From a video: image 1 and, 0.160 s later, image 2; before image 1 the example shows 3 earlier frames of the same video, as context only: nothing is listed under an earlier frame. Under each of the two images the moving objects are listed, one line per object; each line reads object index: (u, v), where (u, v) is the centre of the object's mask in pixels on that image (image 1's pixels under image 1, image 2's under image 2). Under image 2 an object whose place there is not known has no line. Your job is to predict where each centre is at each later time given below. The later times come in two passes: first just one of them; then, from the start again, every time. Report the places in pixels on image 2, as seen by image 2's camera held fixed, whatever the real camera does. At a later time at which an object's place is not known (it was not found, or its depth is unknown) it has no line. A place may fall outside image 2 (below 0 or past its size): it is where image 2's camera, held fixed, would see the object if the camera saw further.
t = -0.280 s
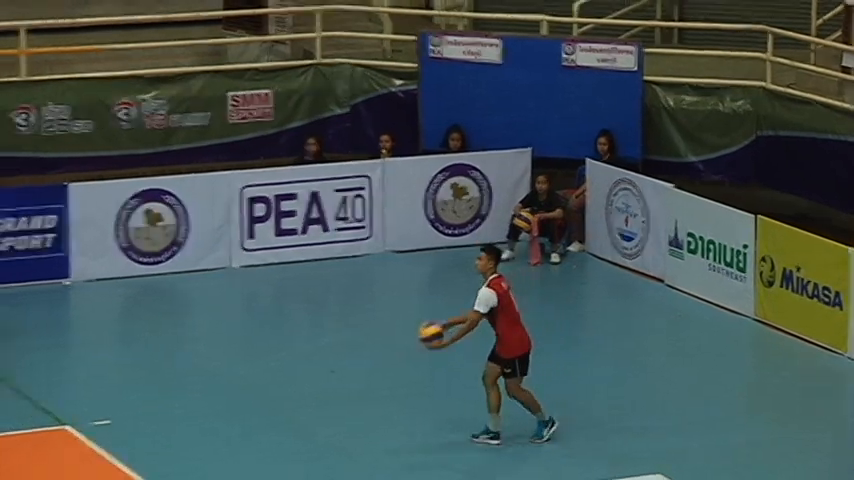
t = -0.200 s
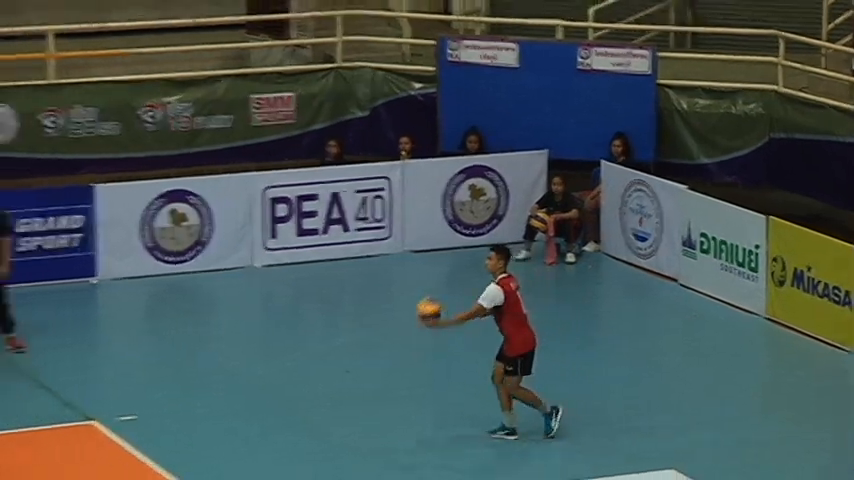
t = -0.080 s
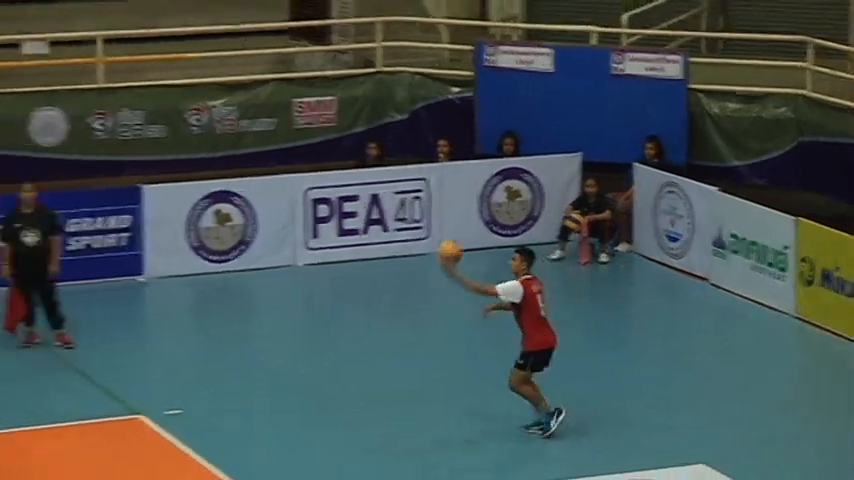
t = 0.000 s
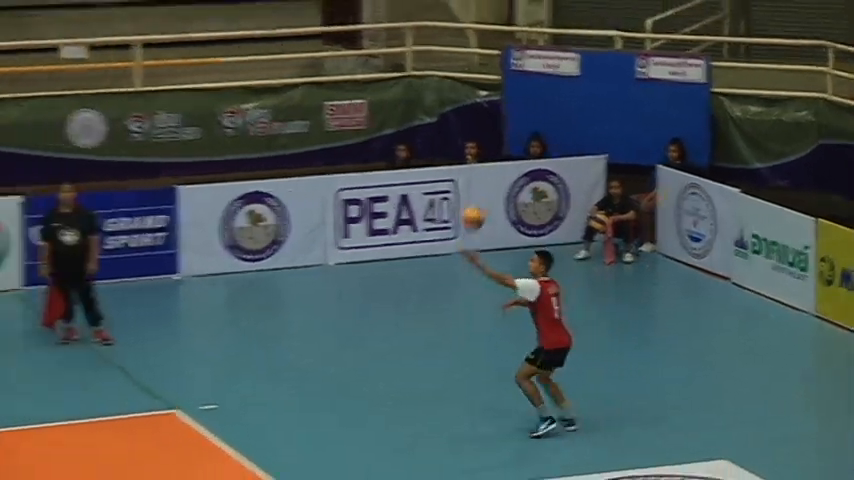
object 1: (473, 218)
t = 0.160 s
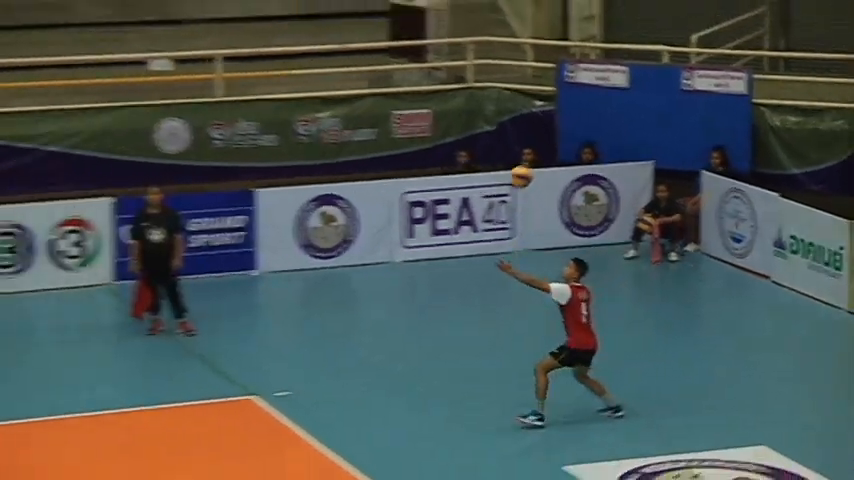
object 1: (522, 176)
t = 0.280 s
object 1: (514, 161)
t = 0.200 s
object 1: (519, 169)
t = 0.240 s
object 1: (516, 164)
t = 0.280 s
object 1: (514, 161)
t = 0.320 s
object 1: (513, 159)
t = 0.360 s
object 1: (511, 158)
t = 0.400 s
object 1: (508, 160)
